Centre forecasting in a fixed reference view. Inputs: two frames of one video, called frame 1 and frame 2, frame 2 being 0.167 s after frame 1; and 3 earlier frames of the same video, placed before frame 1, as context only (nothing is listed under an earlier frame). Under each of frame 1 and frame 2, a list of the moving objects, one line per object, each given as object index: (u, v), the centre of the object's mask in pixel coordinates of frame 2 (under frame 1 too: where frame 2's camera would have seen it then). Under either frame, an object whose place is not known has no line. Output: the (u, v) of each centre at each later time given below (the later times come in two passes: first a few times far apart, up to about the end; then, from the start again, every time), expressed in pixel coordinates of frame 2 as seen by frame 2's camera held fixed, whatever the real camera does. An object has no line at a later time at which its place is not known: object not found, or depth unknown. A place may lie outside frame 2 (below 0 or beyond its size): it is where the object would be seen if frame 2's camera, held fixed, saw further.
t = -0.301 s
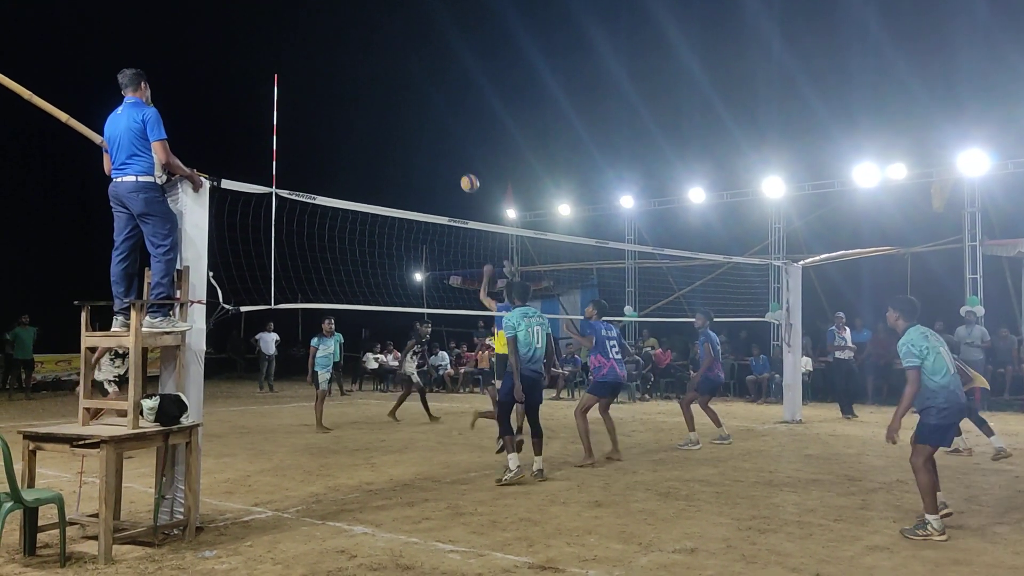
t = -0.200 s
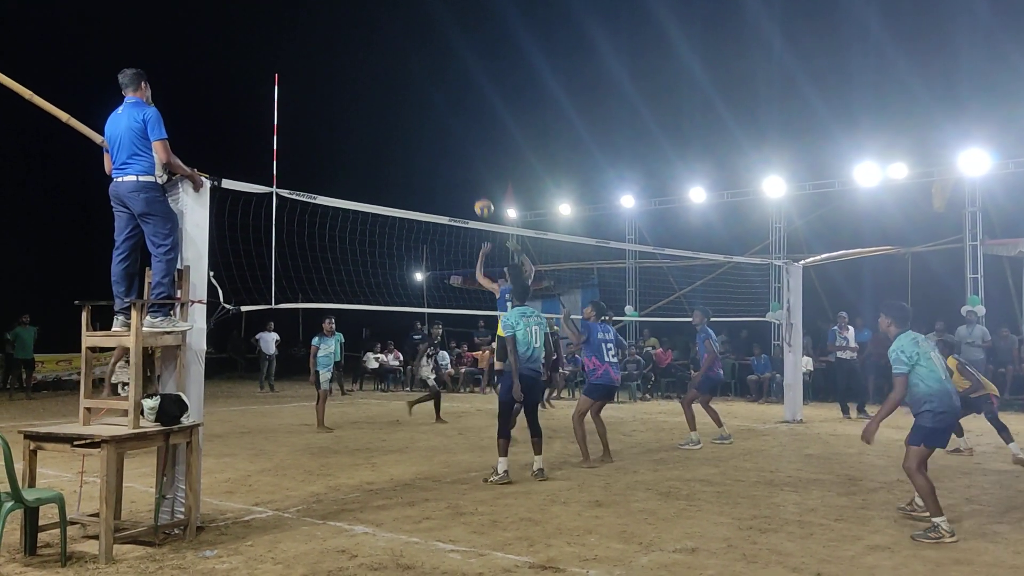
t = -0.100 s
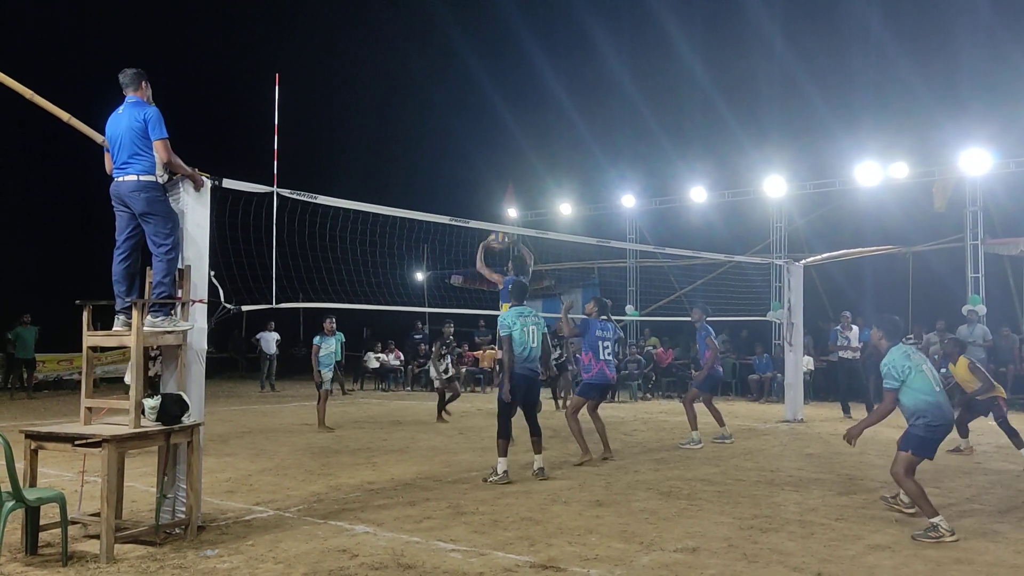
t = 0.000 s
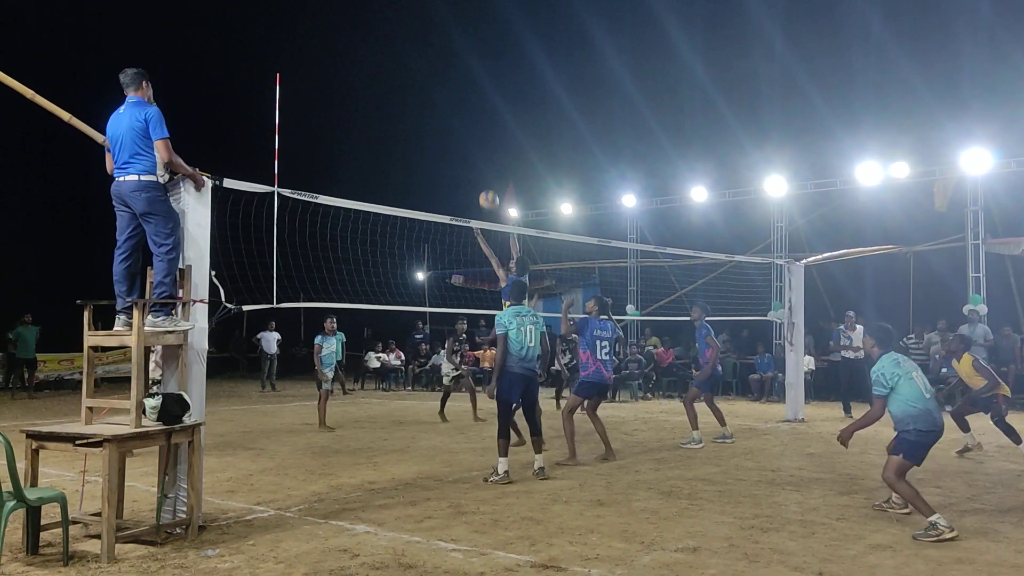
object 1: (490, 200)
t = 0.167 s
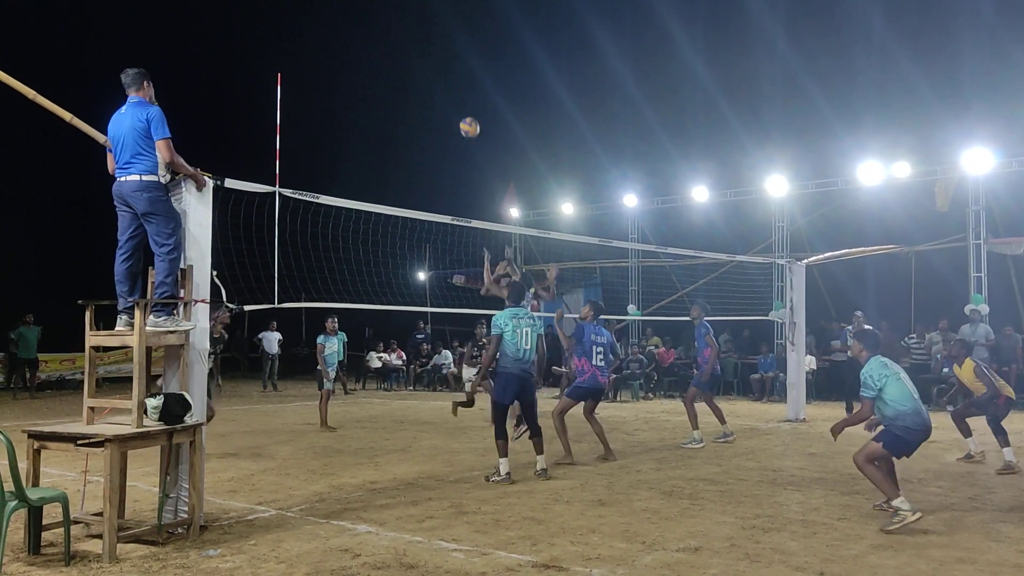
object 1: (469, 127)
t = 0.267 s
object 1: (456, 95)
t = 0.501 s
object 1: (423, 53)
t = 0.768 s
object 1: (383, 67)
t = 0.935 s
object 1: (355, 112)
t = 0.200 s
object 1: (465, 116)
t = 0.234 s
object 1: (461, 105)
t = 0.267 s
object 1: (456, 95)
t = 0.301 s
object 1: (451, 86)
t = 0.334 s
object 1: (447, 78)
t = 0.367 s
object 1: (442, 71)
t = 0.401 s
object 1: (437, 65)
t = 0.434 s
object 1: (433, 60)
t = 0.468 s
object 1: (428, 56)
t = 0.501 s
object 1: (423, 53)
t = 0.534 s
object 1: (419, 50)
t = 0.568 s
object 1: (413, 49)
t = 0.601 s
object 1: (408, 50)
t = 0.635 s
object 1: (403, 51)
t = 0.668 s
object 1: (398, 53)
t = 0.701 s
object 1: (393, 56)
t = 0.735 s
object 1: (388, 61)
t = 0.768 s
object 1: (383, 67)
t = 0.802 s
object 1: (377, 73)
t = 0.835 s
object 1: (372, 81)
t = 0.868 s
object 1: (366, 90)
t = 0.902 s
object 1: (361, 100)
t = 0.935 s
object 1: (355, 112)
